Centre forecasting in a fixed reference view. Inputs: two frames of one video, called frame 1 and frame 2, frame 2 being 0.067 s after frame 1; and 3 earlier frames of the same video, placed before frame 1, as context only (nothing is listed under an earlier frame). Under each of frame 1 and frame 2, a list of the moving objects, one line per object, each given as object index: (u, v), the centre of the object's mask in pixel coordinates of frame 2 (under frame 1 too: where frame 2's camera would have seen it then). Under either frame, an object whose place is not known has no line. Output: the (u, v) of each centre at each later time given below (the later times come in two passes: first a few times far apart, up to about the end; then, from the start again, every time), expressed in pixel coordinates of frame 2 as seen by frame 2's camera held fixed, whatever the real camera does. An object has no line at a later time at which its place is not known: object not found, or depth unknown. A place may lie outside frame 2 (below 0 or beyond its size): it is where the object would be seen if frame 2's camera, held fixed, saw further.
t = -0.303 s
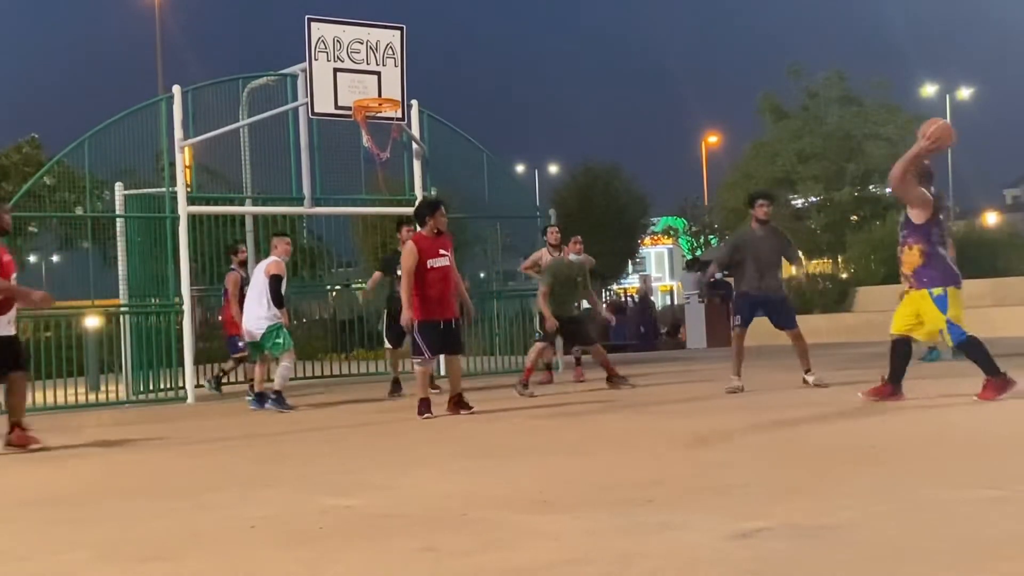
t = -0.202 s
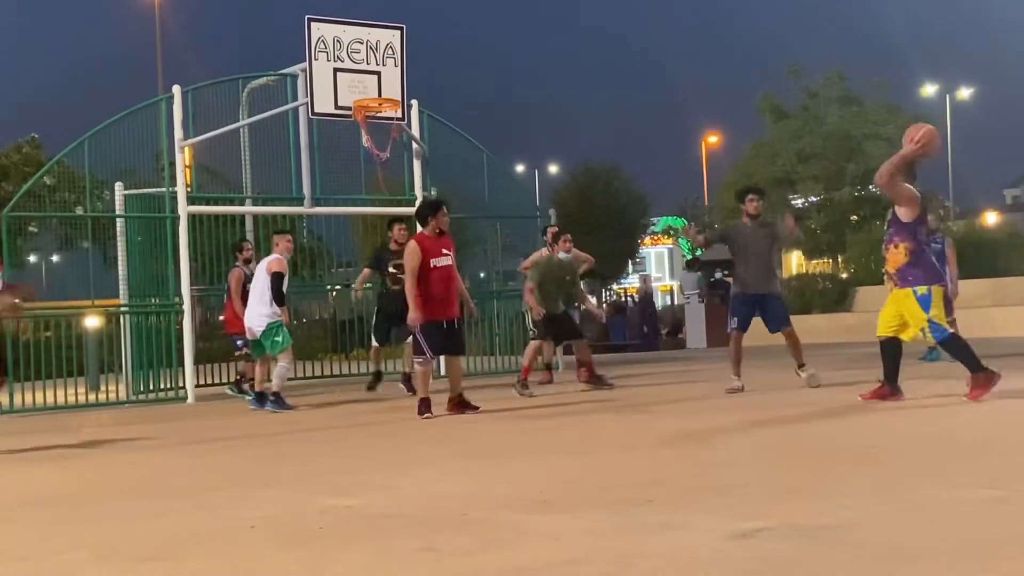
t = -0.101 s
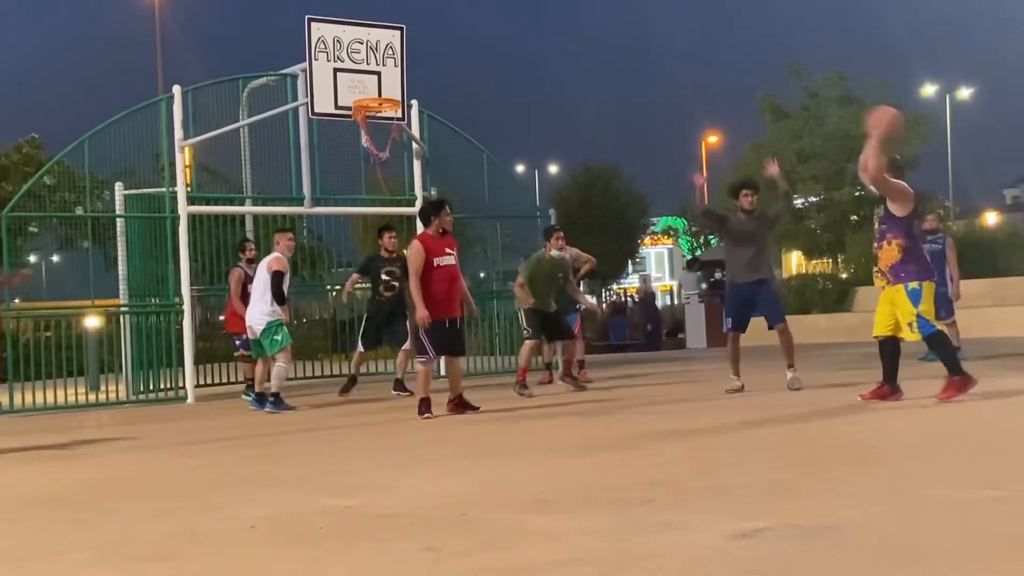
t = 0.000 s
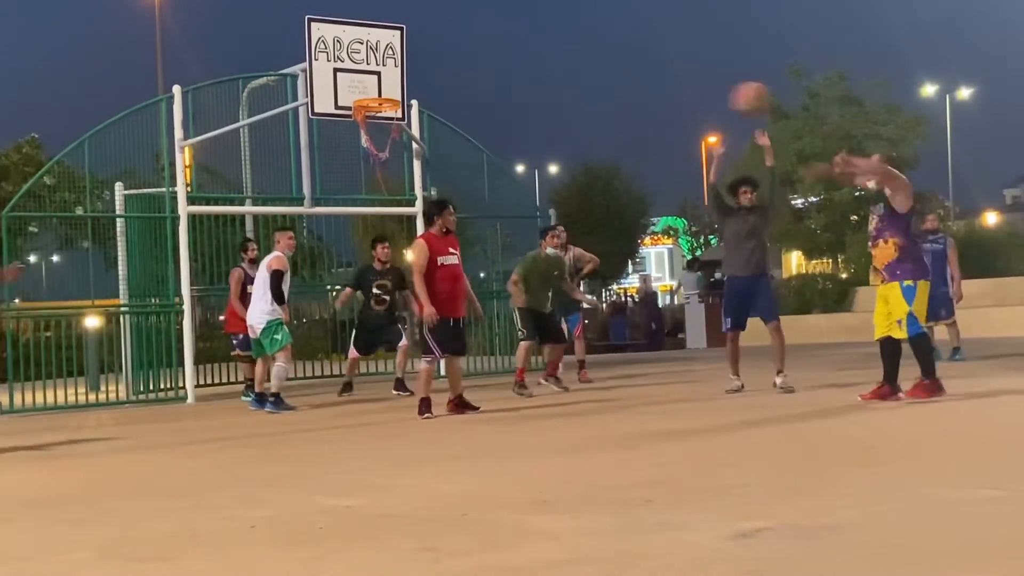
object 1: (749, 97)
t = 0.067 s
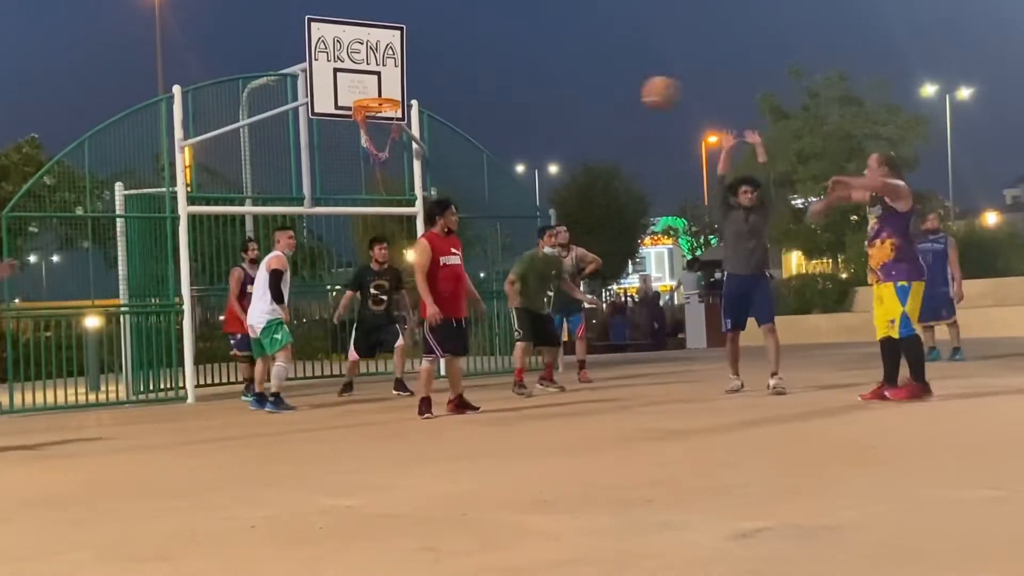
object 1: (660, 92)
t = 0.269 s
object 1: (398, 114)
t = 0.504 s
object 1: (107, 200)
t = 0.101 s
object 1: (615, 91)
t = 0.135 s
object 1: (571, 92)
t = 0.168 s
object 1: (527, 96)
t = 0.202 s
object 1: (483, 99)
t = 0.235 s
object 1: (441, 105)
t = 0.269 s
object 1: (398, 114)
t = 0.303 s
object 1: (358, 121)
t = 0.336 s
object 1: (314, 132)
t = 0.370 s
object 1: (273, 141)
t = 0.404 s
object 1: (230, 153)
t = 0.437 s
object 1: (188, 169)
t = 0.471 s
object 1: (147, 183)
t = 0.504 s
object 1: (107, 200)
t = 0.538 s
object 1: (66, 220)
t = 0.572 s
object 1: (29, 238)
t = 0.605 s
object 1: (6, 258)
